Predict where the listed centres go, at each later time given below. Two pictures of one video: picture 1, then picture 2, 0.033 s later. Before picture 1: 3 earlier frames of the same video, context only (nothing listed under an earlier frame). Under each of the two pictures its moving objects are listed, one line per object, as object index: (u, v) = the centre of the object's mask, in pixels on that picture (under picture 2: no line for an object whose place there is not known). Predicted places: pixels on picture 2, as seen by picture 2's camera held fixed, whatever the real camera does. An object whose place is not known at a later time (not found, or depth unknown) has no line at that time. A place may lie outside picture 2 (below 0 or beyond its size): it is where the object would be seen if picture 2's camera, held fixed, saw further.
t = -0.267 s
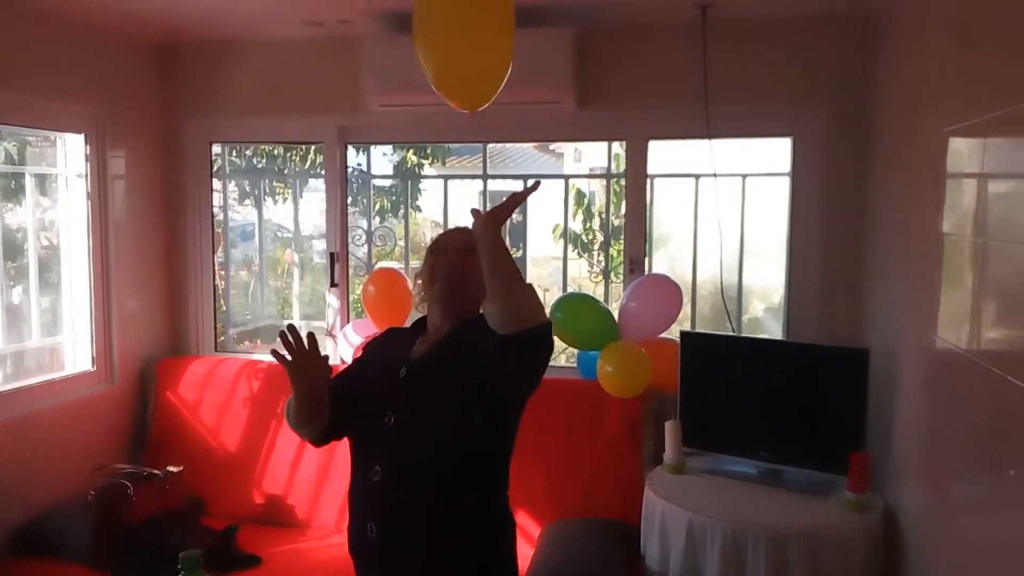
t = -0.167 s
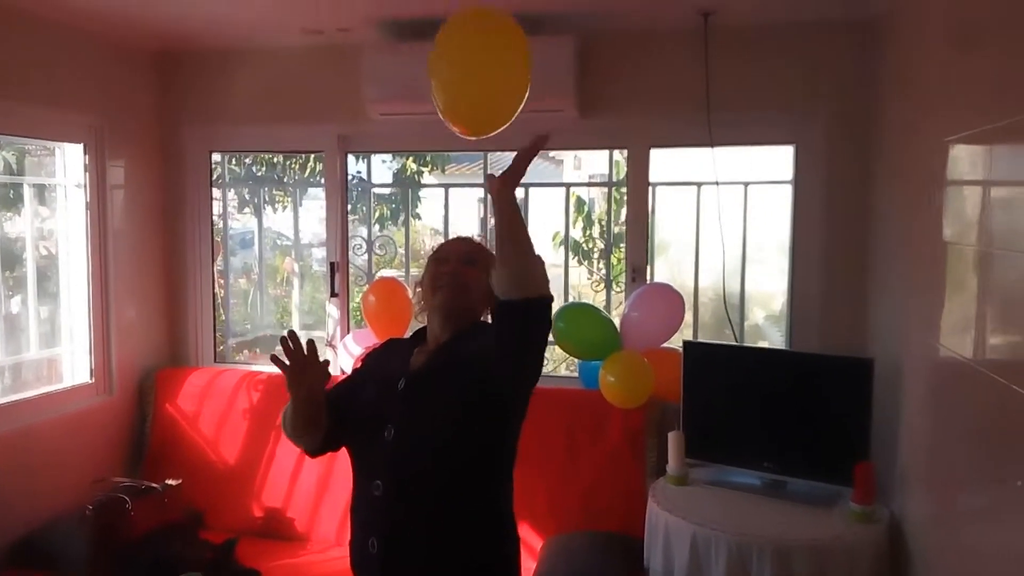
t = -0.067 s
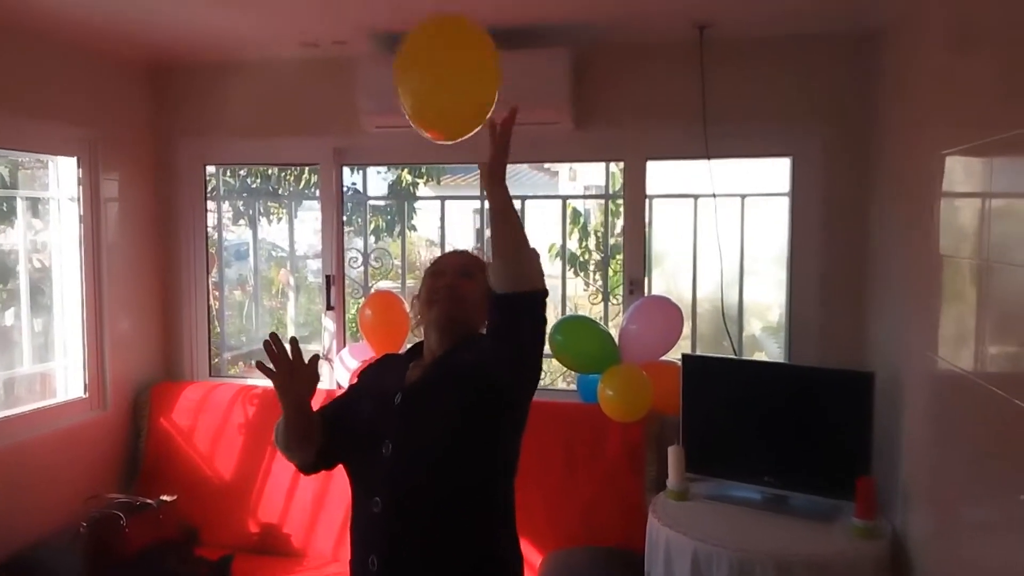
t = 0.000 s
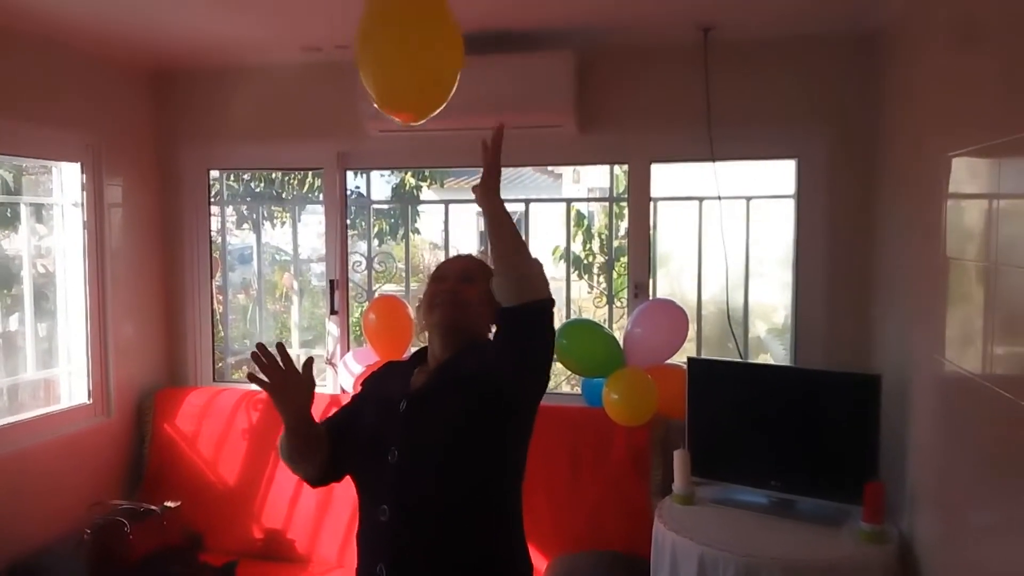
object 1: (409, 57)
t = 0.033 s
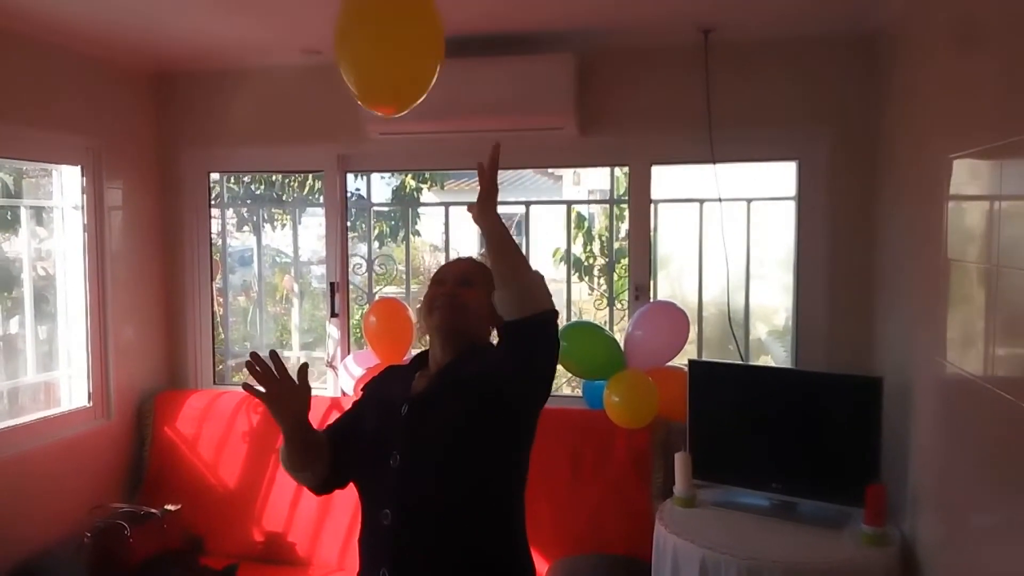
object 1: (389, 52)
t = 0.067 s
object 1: (368, 45)
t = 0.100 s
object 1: (349, 38)
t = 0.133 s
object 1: (327, 31)
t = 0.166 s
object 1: (308, 25)
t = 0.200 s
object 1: (288, 19)
